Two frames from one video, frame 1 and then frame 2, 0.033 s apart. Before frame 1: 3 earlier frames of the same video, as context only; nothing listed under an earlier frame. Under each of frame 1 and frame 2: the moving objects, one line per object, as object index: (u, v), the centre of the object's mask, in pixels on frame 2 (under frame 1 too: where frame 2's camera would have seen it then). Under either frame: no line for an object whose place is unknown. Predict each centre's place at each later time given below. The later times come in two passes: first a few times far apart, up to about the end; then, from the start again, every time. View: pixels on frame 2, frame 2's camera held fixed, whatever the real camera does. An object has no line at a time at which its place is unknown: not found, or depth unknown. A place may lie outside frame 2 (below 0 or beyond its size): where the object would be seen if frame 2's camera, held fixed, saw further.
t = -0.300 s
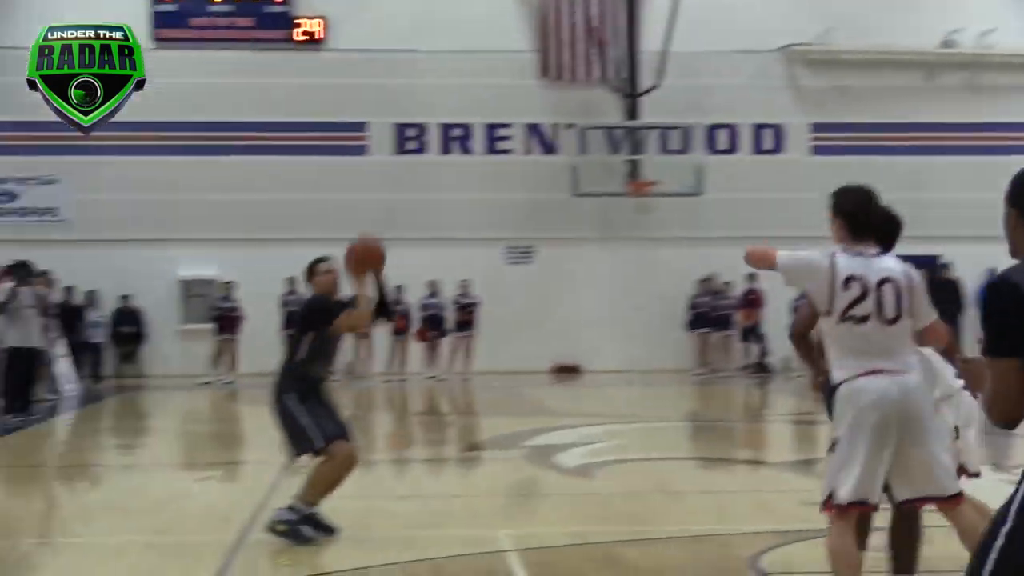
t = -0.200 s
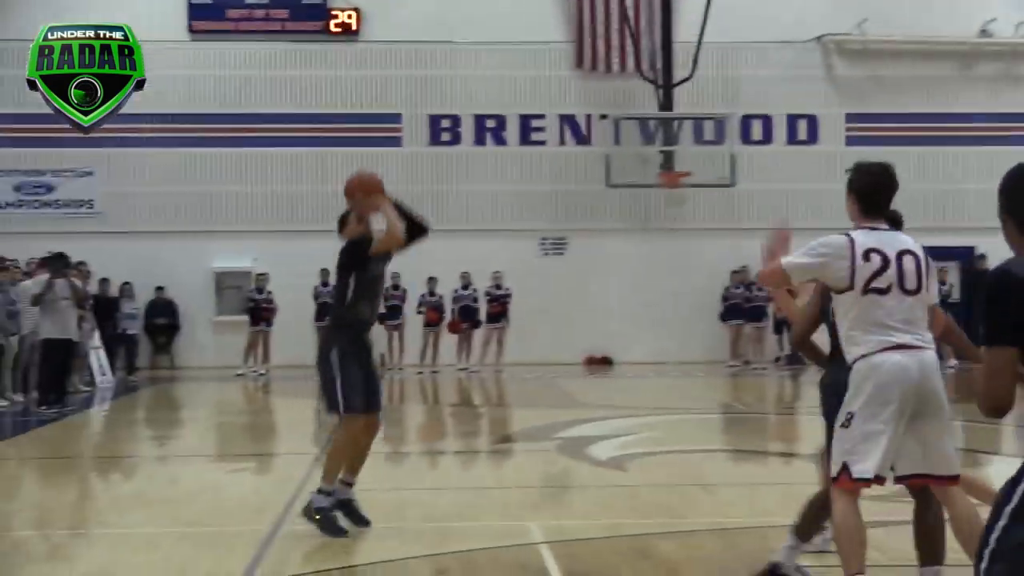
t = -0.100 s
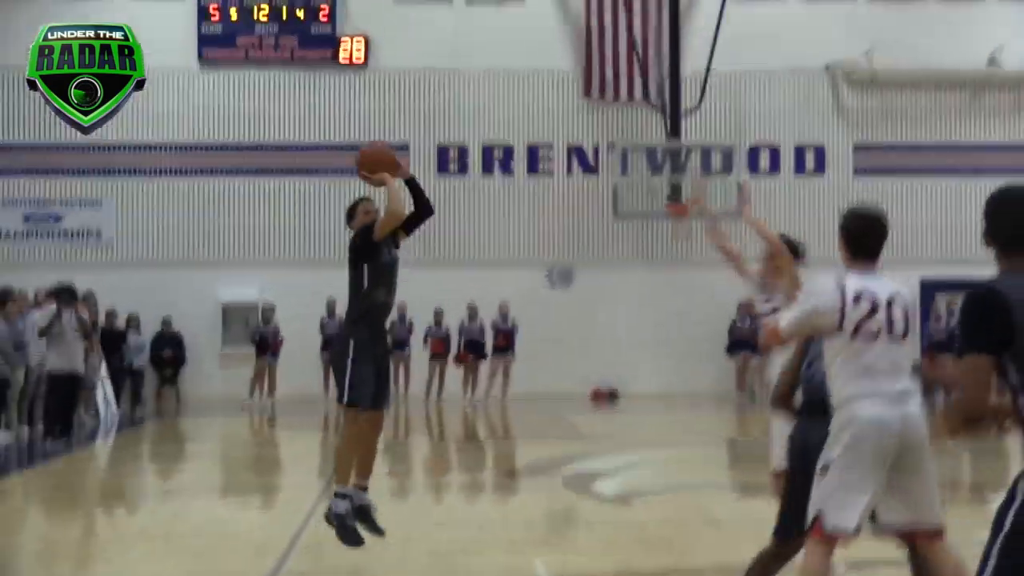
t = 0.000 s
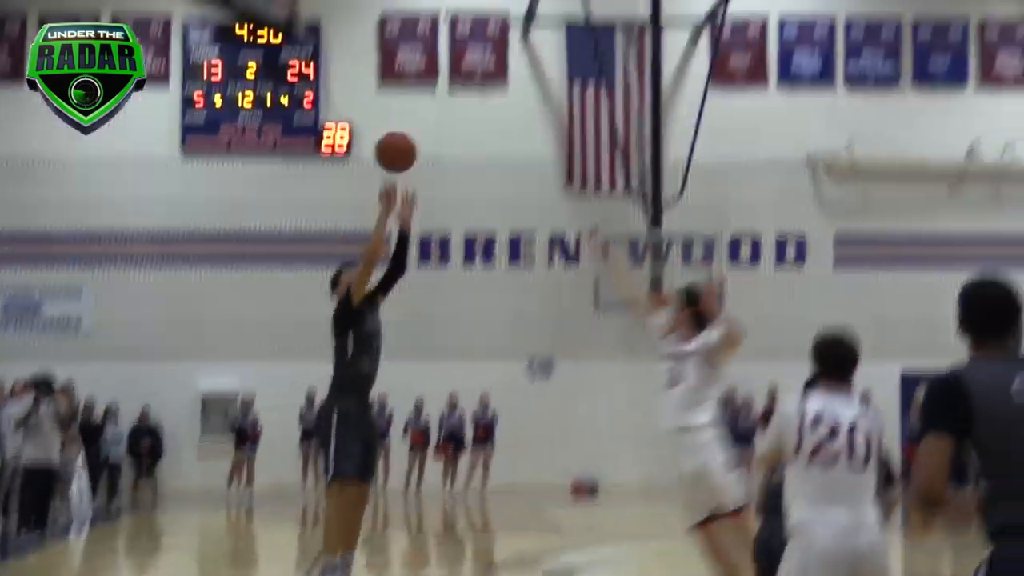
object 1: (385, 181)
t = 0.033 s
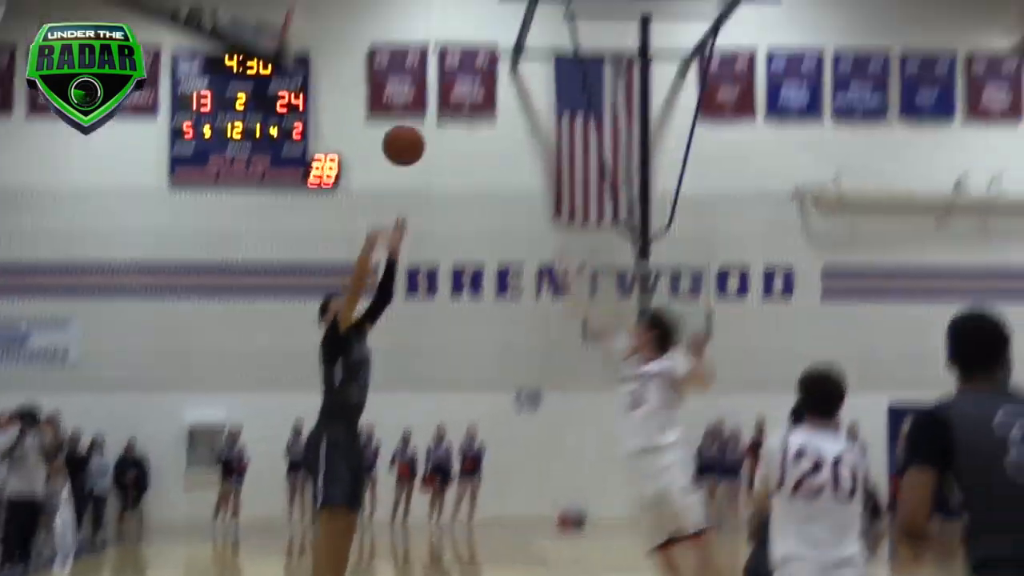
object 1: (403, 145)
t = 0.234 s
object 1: (528, -62)
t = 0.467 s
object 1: (699, -254)
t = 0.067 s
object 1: (422, 108)
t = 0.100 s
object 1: (443, 72)
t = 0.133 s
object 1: (463, 36)
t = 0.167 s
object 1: (484, 2)
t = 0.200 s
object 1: (505, -31)
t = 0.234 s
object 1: (528, -62)
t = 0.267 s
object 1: (551, -93)
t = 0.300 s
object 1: (575, -123)
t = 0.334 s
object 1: (598, -152)
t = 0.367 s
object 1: (622, -180)
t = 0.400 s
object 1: (647, -204)
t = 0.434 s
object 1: (671, -230)
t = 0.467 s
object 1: (699, -254)
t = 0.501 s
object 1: (726, -278)
